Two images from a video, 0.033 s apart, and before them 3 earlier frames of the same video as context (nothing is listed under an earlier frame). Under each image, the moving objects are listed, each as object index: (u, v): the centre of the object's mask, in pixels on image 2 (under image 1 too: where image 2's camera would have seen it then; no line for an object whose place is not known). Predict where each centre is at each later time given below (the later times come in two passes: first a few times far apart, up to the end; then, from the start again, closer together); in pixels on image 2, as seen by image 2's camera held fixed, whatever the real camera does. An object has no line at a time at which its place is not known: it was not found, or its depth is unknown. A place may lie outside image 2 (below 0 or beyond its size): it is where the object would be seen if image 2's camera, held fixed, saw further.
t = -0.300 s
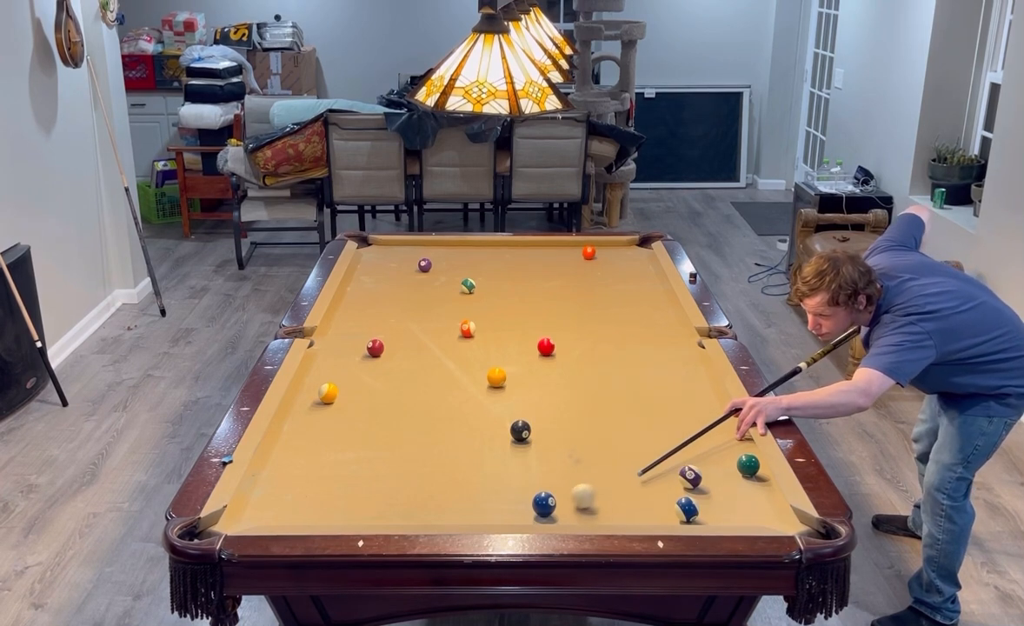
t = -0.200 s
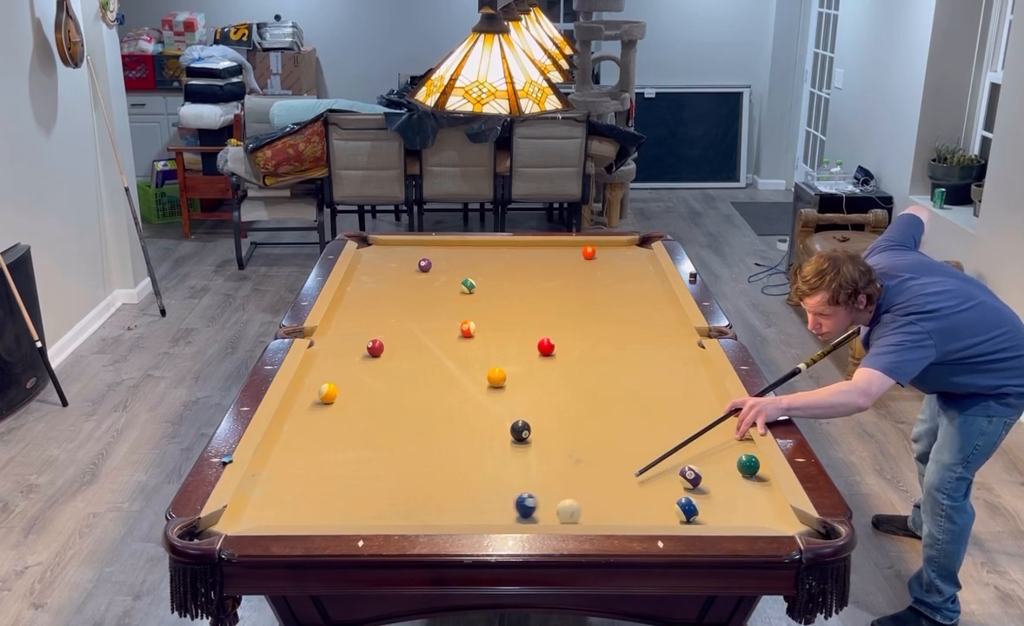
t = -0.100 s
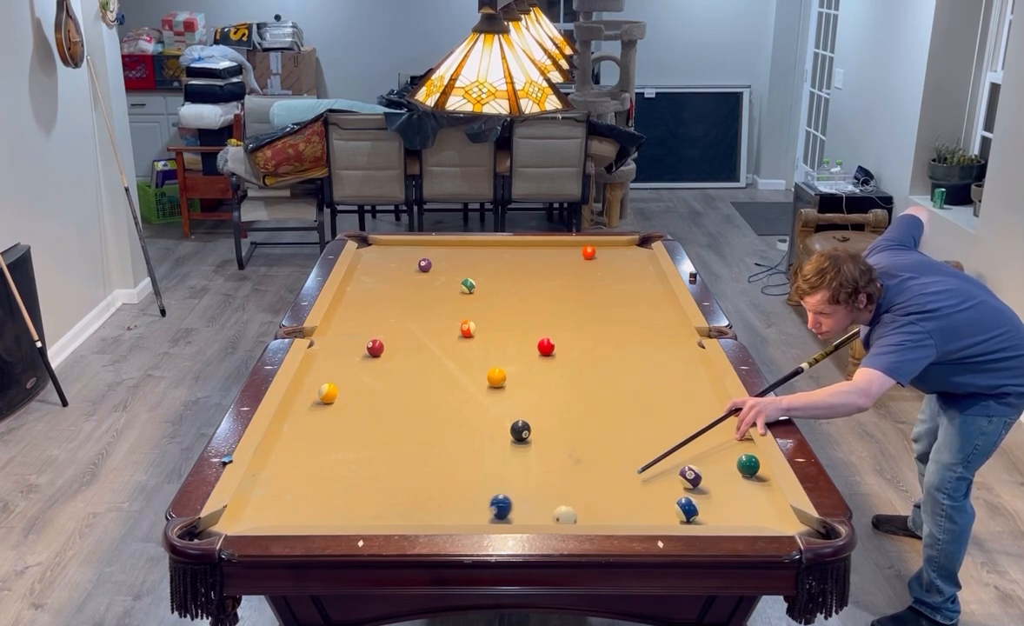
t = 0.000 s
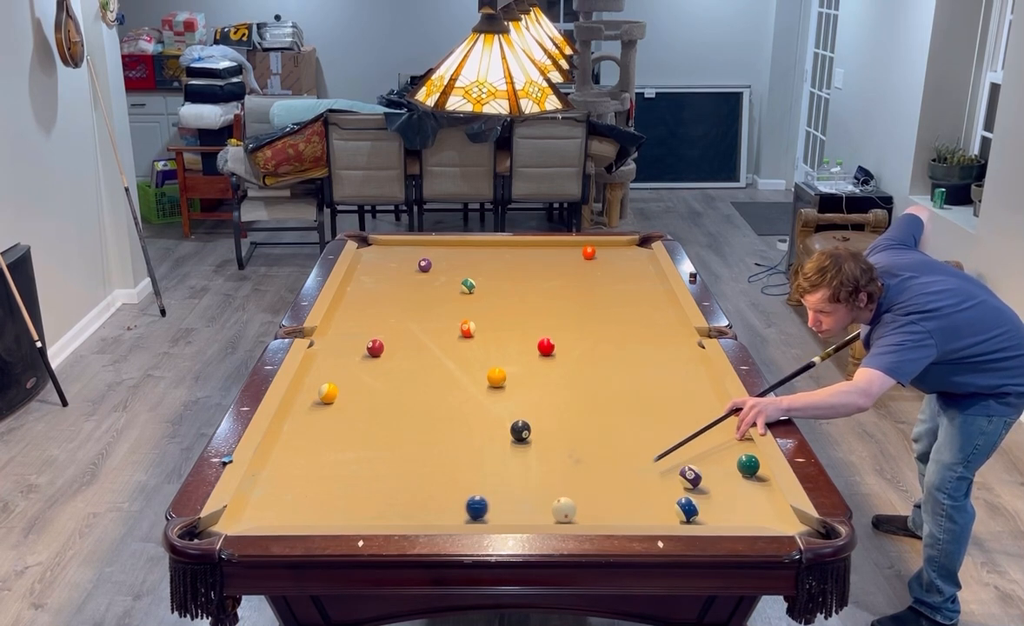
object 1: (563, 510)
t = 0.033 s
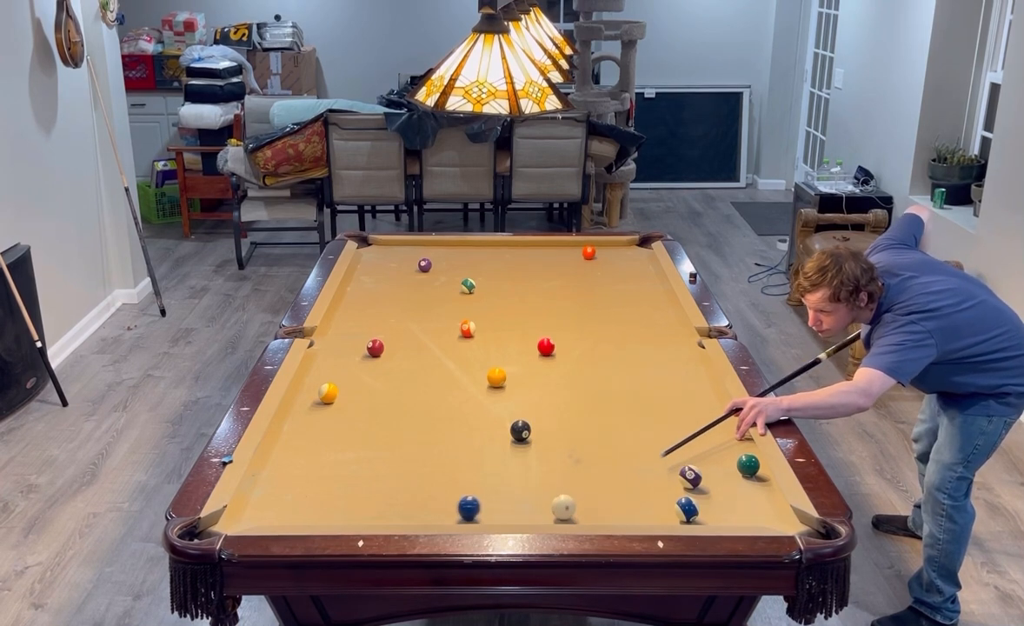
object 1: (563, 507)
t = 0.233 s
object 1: (561, 492)
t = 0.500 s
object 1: (559, 474)
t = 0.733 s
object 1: (558, 461)
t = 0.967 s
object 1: (556, 448)
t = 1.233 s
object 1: (554, 436)
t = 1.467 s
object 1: (553, 426)
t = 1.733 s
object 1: (552, 417)
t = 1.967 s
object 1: (551, 409)
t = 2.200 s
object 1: (549, 403)
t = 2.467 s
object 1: (548, 396)
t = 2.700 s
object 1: (546, 391)
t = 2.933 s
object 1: (545, 387)
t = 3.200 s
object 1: (543, 383)
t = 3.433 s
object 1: (542, 380)
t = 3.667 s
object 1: (541, 377)
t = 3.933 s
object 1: (540, 375)
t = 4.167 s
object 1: (540, 374)
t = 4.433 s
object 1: (540, 373)
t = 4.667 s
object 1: (539, 373)
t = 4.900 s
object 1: (540, 373)
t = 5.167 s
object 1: (540, 374)
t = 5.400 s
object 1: (540, 373)
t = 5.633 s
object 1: (539, 373)
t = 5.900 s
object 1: (540, 373)
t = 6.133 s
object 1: (540, 373)
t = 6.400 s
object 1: (540, 373)
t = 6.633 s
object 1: (540, 373)
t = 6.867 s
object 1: (540, 373)
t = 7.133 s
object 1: (540, 373)
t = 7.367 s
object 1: (540, 373)
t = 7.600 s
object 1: (539, 373)
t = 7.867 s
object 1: (539, 373)
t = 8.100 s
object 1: (539, 373)
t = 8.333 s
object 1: (539, 373)
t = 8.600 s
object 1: (540, 373)
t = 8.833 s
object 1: (539, 373)
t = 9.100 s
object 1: (539, 373)
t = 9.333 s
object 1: (540, 373)
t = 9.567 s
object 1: (539, 373)
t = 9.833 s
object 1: (539, 373)
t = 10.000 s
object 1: (539, 373)
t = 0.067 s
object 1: (563, 504)
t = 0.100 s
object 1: (563, 502)
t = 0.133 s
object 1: (563, 499)
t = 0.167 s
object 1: (562, 497)
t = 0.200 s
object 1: (562, 494)
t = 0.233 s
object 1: (561, 492)
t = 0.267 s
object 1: (561, 490)
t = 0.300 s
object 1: (561, 487)
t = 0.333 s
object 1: (560, 485)
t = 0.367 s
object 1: (560, 483)
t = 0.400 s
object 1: (560, 481)
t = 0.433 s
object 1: (560, 478)
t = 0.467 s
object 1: (560, 476)
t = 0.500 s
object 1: (559, 474)
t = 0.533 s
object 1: (559, 473)
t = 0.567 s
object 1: (559, 470)
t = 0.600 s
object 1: (558, 468)
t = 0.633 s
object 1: (558, 466)
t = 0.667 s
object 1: (558, 465)
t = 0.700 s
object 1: (558, 462)
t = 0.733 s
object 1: (558, 461)
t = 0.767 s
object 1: (557, 459)
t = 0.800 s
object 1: (557, 457)
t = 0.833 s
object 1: (557, 455)
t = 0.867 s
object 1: (557, 453)
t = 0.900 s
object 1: (556, 452)
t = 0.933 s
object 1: (557, 450)
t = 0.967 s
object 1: (556, 448)
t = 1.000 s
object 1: (556, 447)
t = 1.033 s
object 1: (556, 445)
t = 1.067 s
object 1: (556, 444)
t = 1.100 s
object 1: (555, 442)
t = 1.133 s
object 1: (555, 441)
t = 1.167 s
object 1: (555, 439)
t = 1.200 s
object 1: (555, 438)
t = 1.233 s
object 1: (554, 436)
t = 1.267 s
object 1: (555, 435)
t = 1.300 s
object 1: (554, 433)
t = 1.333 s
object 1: (554, 432)
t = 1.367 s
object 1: (554, 431)
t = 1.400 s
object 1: (554, 429)
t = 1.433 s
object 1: (553, 428)
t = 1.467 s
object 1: (553, 426)
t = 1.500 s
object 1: (553, 425)
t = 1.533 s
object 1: (553, 424)
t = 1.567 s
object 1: (553, 423)
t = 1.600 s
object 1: (553, 422)
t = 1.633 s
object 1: (552, 420)
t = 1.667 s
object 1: (552, 419)
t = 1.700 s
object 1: (552, 418)
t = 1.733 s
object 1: (552, 417)
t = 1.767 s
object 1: (552, 416)
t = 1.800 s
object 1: (551, 415)
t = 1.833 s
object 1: (551, 414)
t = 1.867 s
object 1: (551, 413)
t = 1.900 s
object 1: (551, 411)
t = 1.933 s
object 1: (551, 411)
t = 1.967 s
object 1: (551, 409)
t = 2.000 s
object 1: (551, 409)
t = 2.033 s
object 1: (550, 408)
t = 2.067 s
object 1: (550, 407)
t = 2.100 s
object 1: (550, 406)
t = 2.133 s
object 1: (550, 405)
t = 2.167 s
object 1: (550, 404)
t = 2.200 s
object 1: (549, 403)
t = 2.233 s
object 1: (549, 402)
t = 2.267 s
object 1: (549, 401)
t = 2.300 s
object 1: (549, 400)
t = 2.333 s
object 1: (548, 399)
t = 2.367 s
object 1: (548, 399)
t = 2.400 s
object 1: (548, 398)
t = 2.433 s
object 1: (548, 397)
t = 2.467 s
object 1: (548, 396)
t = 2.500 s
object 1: (548, 396)
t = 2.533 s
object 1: (547, 395)
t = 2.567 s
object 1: (547, 394)
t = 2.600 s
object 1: (547, 393)
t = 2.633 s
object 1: (547, 393)
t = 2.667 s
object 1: (546, 392)
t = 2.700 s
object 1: (546, 391)
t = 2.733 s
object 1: (546, 391)
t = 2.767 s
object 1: (546, 390)
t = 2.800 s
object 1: (546, 389)
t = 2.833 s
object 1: (545, 389)
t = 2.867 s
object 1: (545, 388)
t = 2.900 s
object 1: (545, 388)
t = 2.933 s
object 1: (545, 387)
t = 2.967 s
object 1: (544, 386)
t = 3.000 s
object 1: (544, 386)
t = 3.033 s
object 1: (544, 385)
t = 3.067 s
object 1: (544, 385)
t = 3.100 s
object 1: (544, 384)
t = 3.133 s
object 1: (543, 384)
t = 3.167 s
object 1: (543, 383)
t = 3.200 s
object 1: (543, 383)
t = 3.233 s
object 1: (543, 382)
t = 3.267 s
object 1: (543, 382)
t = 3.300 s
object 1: (543, 381)
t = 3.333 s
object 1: (542, 381)
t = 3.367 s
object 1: (542, 380)
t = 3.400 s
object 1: (542, 380)
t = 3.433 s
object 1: (542, 380)
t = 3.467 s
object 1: (542, 380)
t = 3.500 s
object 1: (541, 379)
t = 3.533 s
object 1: (541, 378)
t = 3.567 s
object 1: (541, 378)
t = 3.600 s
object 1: (541, 378)
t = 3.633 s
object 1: (541, 378)
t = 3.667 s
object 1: (541, 377)
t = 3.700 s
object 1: (541, 377)
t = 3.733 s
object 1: (541, 376)
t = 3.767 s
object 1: (540, 376)
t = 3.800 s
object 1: (540, 376)
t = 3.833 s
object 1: (540, 376)
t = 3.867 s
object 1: (540, 376)
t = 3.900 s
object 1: (540, 375)
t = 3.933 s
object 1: (540, 375)
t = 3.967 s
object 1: (540, 375)
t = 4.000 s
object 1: (540, 375)
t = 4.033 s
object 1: (540, 374)
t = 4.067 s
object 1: (540, 374)
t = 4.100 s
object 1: (540, 374)
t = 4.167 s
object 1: (540, 374)
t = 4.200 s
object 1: (540, 374)
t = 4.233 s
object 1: (540, 374)
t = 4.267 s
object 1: (540, 374)
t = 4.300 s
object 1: (540, 374)
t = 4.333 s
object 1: (540, 373)
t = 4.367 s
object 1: (540, 373)
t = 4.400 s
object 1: (540, 373)
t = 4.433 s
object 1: (540, 373)
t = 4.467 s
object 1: (540, 373)
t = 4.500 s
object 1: (540, 373)
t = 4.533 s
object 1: (540, 373)
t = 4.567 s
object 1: (539, 373)
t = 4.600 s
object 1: (539, 373)
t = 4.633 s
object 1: (539, 373)
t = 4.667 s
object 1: (539, 373)
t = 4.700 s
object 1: (540, 373)
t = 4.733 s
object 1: (539, 373)
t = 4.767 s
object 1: (540, 373)
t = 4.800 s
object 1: (540, 373)
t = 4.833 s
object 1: (540, 373)
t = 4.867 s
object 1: (540, 373)
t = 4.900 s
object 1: (540, 373)
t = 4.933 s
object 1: (540, 373)
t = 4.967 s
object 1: (540, 373)
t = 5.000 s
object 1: (540, 373)
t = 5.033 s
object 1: (540, 373)
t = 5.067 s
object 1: (539, 373)
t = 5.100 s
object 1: (540, 373)
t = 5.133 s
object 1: (540, 373)
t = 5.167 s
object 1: (540, 374)
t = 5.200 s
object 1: (539, 373)
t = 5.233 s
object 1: (539, 373)
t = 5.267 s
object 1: (539, 373)
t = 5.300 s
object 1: (540, 373)
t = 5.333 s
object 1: (539, 373)
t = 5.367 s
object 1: (540, 373)
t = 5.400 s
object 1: (540, 373)
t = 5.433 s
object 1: (540, 373)
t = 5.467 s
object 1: (540, 373)
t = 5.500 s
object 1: (540, 373)
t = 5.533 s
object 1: (540, 373)
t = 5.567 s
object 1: (540, 373)
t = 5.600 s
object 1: (540, 373)
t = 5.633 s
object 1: (539, 373)
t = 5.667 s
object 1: (539, 373)
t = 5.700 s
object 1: (540, 373)
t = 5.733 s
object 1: (540, 373)
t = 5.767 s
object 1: (540, 373)
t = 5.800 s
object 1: (540, 373)
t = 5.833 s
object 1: (540, 373)
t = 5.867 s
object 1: (540, 373)
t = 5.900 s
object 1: (540, 373)
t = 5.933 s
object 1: (540, 373)
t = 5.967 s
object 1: (540, 373)
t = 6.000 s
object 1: (540, 373)
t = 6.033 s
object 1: (540, 373)
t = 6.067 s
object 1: (540, 373)
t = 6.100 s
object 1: (540, 373)
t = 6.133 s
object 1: (540, 373)
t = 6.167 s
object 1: (540, 373)
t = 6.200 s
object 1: (540, 373)
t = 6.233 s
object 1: (540, 373)
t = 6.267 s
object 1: (540, 373)
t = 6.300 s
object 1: (540, 373)
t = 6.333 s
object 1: (540, 373)
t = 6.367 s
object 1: (540, 373)
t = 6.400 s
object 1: (540, 373)
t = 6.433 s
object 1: (540, 373)
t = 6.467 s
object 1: (540, 373)
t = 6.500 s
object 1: (540, 373)
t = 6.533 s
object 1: (540, 373)
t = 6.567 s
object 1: (540, 373)
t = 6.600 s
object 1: (540, 373)
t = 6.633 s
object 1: (540, 373)
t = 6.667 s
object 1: (540, 373)
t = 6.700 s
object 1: (540, 373)
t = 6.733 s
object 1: (540, 373)
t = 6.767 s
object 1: (539, 373)
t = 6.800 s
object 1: (540, 373)
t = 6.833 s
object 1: (540, 373)
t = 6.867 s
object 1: (540, 373)
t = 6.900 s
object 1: (540, 373)
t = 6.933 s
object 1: (540, 373)
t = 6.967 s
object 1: (540, 373)
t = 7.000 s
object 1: (540, 373)
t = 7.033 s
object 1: (539, 373)
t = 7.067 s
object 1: (540, 373)
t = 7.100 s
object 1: (540, 373)
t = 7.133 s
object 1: (540, 373)
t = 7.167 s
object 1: (539, 373)
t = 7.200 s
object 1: (539, 373)
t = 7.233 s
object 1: (540, 373)
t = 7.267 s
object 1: (539, 373)
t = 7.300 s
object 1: (539, 373)
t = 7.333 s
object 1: (540, 373)
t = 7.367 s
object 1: (540, 373)
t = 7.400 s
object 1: (540, 373)
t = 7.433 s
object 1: (539, 373)
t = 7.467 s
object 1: (539, 373)
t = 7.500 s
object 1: (540, 373)
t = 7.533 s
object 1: (540, 373)
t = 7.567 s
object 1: (539, 373)
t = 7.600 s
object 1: (539, 373)
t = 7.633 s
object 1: (540, 373)
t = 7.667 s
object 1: (540, 373)
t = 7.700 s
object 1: (539, 373)
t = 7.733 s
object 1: (539, 373)
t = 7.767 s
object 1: (539, 373)
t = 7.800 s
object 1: (539, 373)
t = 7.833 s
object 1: (540, 373)
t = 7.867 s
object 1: (539, 373)
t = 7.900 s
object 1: (539, 373)
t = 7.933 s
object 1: (540, 373)
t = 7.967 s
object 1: (539, 373)
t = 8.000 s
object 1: (540, 373)
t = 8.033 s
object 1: (539, 373)
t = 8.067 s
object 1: (539, 373)
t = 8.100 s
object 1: (539, 373)
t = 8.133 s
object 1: (540, 373)
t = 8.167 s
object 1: (540, 373)
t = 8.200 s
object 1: (539, 373)
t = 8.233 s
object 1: (540, 373)
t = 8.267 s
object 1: (540, 373)
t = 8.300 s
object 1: (539, 373)
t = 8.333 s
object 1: (539, 373)
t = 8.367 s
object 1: (540, 373)
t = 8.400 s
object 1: (539, 373)
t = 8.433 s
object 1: (540, 373)
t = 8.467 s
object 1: (539, 373)
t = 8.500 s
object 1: (539, 373)
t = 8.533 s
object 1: (539, 373)
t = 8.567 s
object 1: (540, 373)
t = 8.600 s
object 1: (540, 373)
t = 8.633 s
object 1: (539, 373)
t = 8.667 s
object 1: (540, 373)
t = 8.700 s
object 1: (540, 373)
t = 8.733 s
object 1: (539, 373)
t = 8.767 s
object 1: (539, 373)
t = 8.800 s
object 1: (540, 373)
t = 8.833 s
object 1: (539, 373)
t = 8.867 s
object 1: (539, 373)
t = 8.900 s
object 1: (540, 373)
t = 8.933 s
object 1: (539, 373)
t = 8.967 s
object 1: (540, 373)
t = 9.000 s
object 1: (539, 373)
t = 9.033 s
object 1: (540, 373)
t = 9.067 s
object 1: (539, 373)
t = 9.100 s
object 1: (539, 373)
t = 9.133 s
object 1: (540, 373)
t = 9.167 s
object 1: (540, 373)
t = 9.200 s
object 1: (539, 373)
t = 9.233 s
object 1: (539, 373)
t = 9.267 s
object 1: (539, 373)
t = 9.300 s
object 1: (540, 373)
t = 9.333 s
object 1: (540, 373)
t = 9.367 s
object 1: (540, 373)
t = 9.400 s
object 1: (539, 373)
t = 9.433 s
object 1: (540, 373)
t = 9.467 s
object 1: (540, 373)
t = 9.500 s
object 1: (539, 373)
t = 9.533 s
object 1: (540, 373)
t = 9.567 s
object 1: (539, 373)
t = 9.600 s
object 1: (540, 373)
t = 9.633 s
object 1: (539, 373)
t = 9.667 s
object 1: (539, 373)
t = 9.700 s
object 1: (540, 373)
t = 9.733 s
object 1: (539, 373)
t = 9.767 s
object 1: (540, 373)
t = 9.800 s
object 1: (539, 373)
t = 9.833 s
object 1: (539, 373)
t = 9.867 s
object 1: (540, 373)
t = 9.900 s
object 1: (540, 373)
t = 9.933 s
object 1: (539, 373)
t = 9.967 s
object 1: (539, 373)
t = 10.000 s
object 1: (539, 373)
